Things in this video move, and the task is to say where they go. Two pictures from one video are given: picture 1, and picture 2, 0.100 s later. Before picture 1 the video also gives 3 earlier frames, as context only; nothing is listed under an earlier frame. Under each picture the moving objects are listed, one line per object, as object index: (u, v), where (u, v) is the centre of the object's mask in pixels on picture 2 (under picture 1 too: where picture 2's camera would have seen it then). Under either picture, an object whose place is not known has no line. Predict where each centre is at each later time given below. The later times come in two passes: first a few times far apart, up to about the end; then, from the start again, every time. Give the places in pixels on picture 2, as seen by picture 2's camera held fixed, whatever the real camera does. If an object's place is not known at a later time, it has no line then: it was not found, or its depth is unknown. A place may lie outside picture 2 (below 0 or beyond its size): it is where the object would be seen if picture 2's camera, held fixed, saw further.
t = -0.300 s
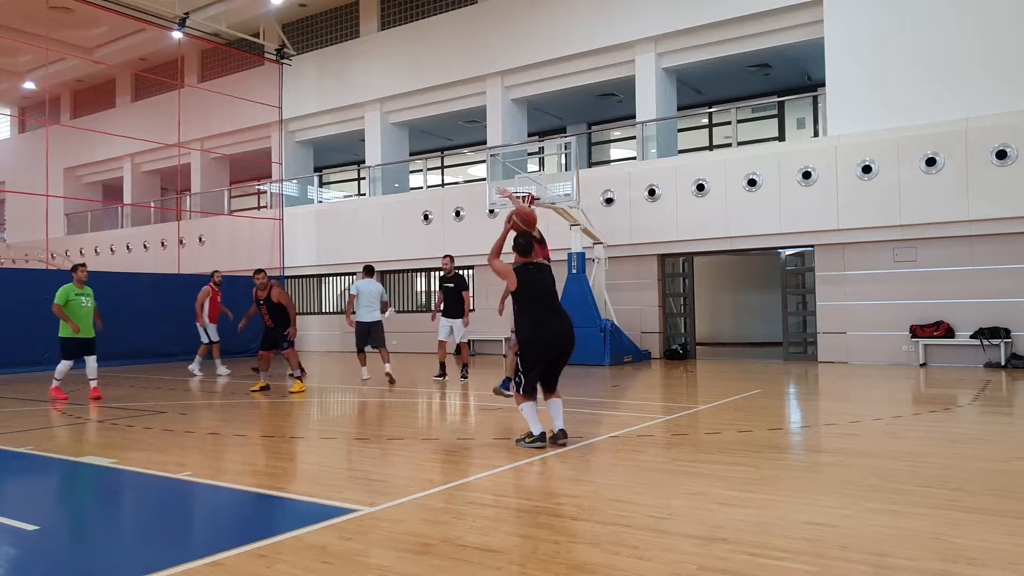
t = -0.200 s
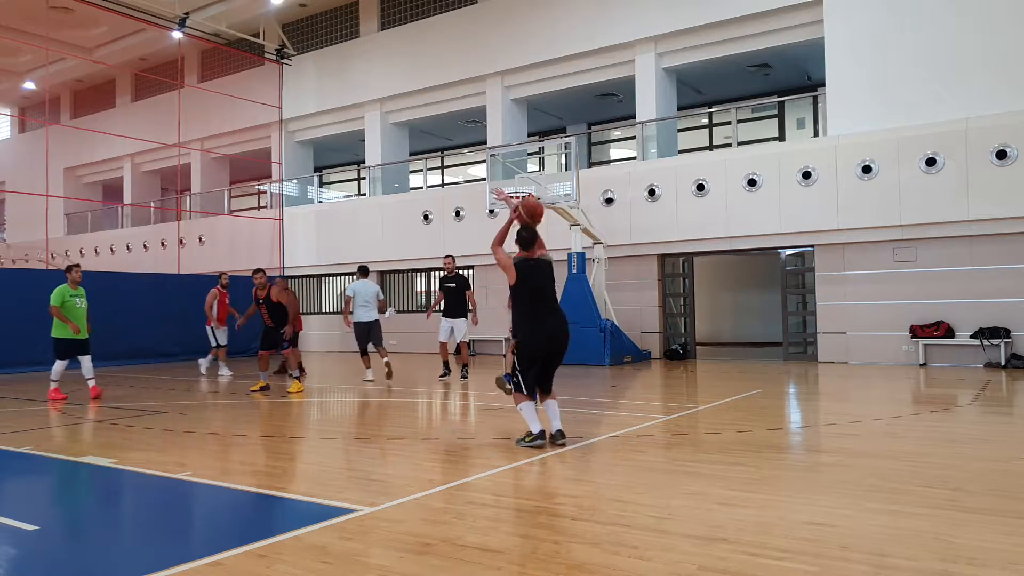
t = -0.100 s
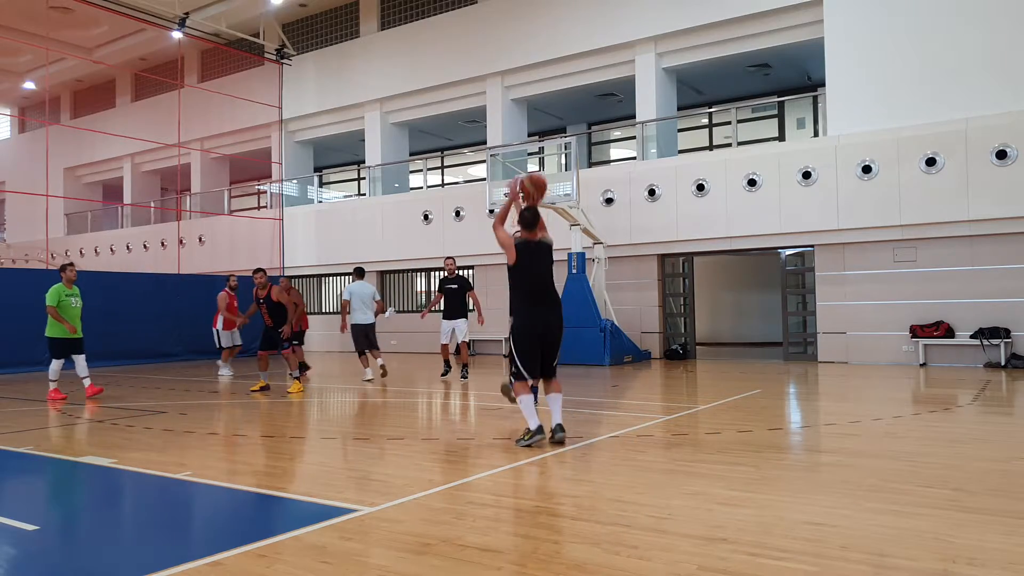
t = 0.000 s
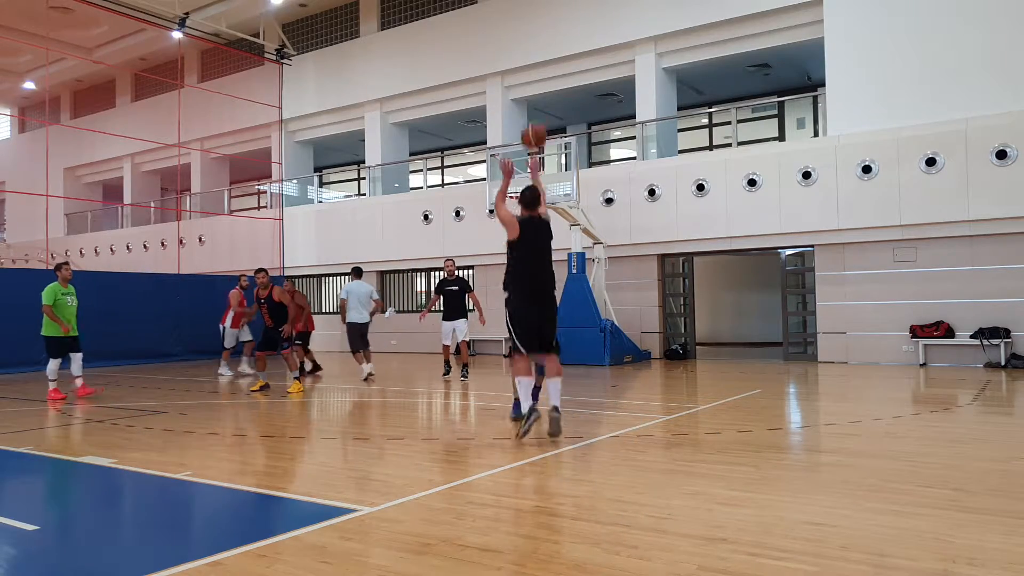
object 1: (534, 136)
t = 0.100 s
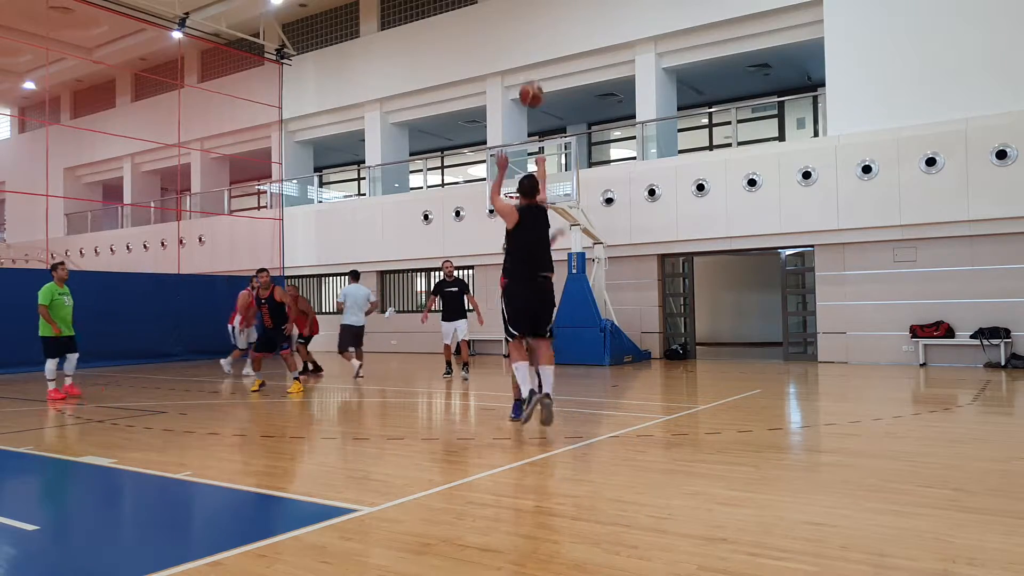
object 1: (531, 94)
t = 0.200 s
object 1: (529, 66)
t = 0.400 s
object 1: (527, 45)
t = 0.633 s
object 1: (525, 61)
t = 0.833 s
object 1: (524, 100)
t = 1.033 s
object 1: (524, 155)
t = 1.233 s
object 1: (522, 184)
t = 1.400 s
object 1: (505, 181)
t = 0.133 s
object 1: (530, 83)
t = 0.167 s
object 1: (529, 74)
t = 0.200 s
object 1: (529, 66)
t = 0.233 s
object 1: (528, 59)
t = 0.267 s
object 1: (527, 54)
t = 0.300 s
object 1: (527, 51)
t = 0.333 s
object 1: (527, 47)
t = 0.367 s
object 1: (526, 45)
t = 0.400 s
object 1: (527, 45)
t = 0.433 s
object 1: (526, 45)
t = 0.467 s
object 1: (526, 46)
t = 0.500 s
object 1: (526, 47)
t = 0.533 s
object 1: (526, 50)
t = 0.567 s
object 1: (525, 53)
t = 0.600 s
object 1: (525, 57)
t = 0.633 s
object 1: (525, 61)
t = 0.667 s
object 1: (525, 66)
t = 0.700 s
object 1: (524, 73)
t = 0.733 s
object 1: (524, 78)
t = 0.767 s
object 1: (525, 85)
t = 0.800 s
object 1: (525, 93)
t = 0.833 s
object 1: (524, 100)
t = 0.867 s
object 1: (525, 109)
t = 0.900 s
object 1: (525, 117)
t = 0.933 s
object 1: (525, 126)
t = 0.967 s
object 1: (525, 136)
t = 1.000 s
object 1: (524, 145)
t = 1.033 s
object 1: (524, 155)
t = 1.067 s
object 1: (525, 165)
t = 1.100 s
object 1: (524, 177)
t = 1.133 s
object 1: (525, 186)
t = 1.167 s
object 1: (524, 185)
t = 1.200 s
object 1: (523, 184)
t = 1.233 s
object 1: (522, 184)
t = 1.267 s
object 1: (521, 184)
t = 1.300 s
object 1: (518, 183)
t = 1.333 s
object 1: (513, 182)
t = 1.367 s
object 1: (509, 181)
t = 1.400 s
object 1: (505, 181)
